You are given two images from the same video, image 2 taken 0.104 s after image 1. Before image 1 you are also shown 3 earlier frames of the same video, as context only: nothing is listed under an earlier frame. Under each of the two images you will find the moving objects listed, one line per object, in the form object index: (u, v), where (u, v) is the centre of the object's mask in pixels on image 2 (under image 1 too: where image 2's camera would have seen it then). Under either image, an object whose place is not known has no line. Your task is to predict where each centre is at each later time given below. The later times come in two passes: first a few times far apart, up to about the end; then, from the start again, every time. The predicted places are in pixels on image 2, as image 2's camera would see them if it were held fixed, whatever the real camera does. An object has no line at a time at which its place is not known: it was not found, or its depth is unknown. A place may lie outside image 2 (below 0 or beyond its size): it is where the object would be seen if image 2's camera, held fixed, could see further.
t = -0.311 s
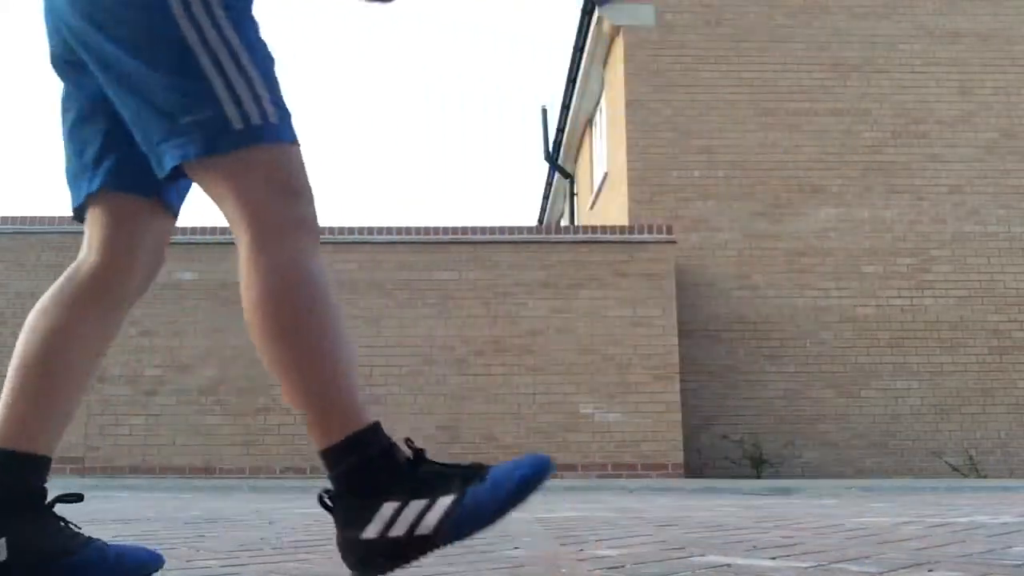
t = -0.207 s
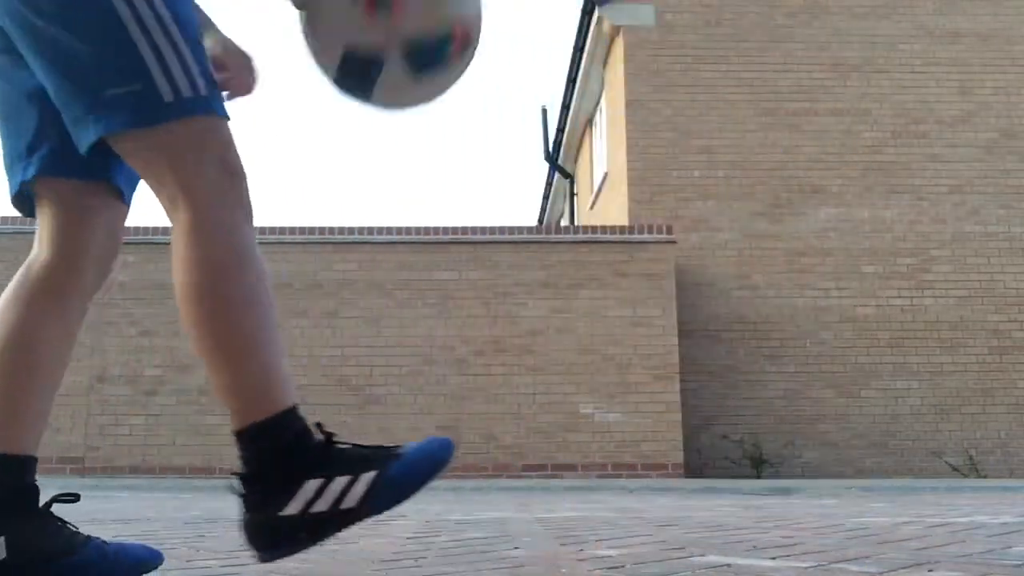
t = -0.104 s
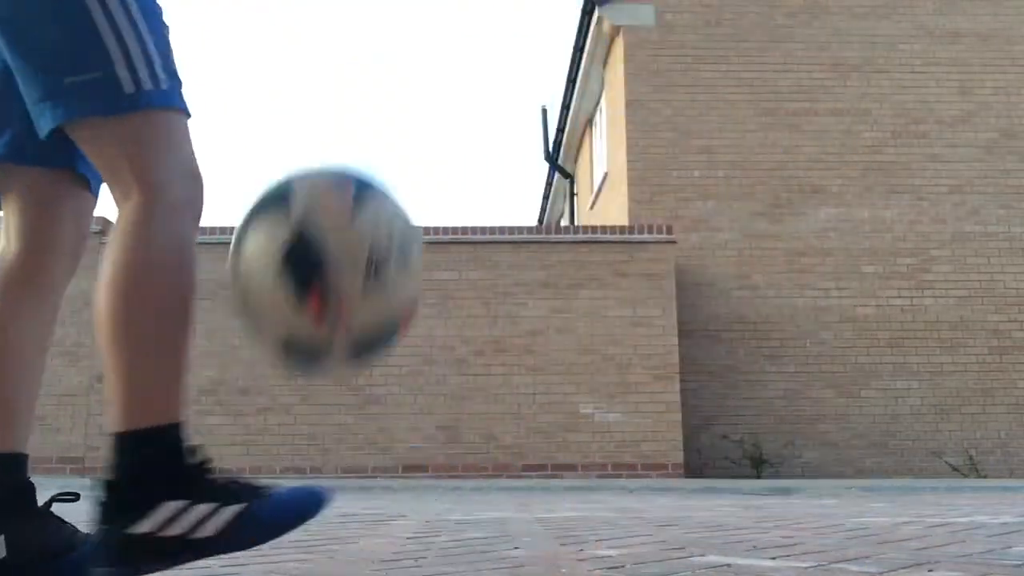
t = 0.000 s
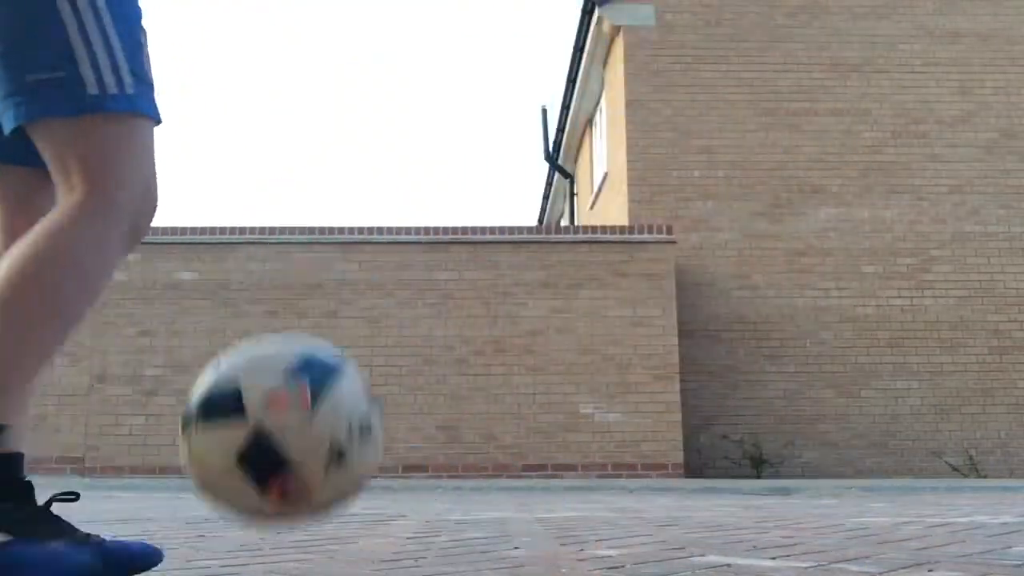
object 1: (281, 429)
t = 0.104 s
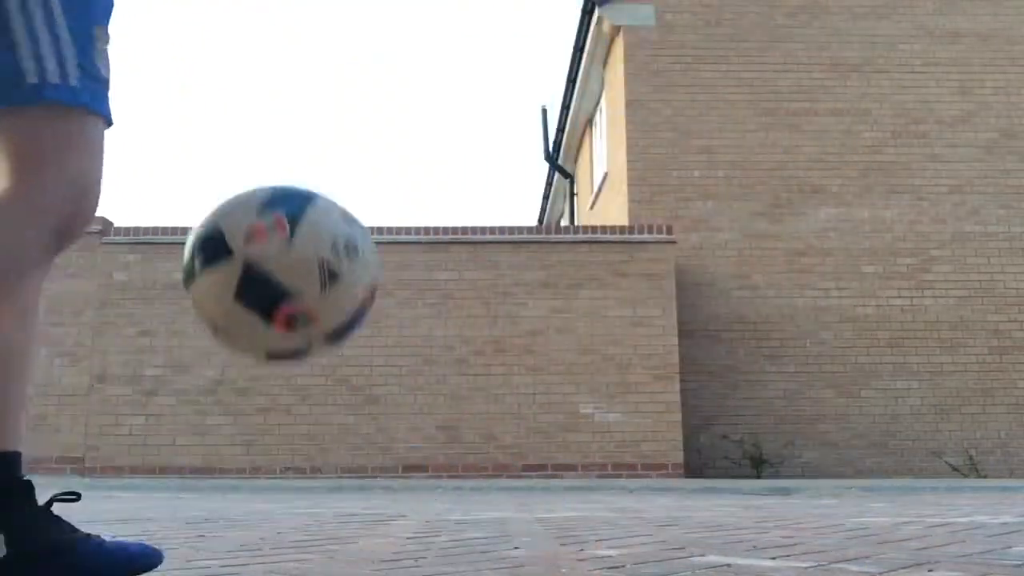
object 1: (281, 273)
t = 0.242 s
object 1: (273, 186)
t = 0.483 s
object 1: (242, 390)
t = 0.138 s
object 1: (280, 239)
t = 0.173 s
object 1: (278, 212)
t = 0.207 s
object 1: (276, 194)
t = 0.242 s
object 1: (273, 186)
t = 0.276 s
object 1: (271, 187)
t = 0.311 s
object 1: (268, 197)
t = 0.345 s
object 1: (264, 215)
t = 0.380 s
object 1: (259, 244)
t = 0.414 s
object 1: (254, 283)
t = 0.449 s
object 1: (249, 329)
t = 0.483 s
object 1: (242, 390)
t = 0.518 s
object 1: (236, 461)
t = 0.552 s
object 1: (231, 468)
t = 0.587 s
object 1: (227, 422)
